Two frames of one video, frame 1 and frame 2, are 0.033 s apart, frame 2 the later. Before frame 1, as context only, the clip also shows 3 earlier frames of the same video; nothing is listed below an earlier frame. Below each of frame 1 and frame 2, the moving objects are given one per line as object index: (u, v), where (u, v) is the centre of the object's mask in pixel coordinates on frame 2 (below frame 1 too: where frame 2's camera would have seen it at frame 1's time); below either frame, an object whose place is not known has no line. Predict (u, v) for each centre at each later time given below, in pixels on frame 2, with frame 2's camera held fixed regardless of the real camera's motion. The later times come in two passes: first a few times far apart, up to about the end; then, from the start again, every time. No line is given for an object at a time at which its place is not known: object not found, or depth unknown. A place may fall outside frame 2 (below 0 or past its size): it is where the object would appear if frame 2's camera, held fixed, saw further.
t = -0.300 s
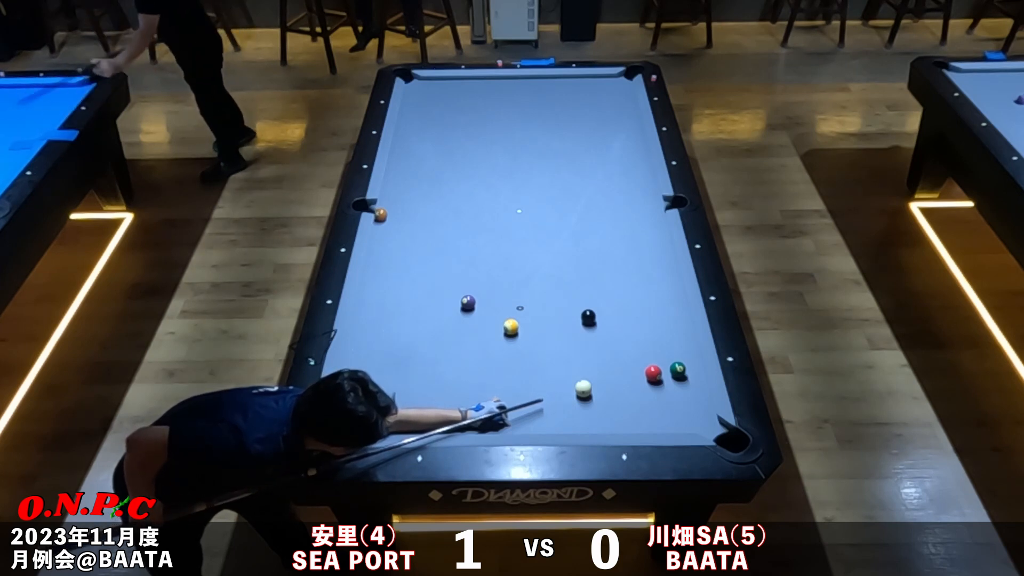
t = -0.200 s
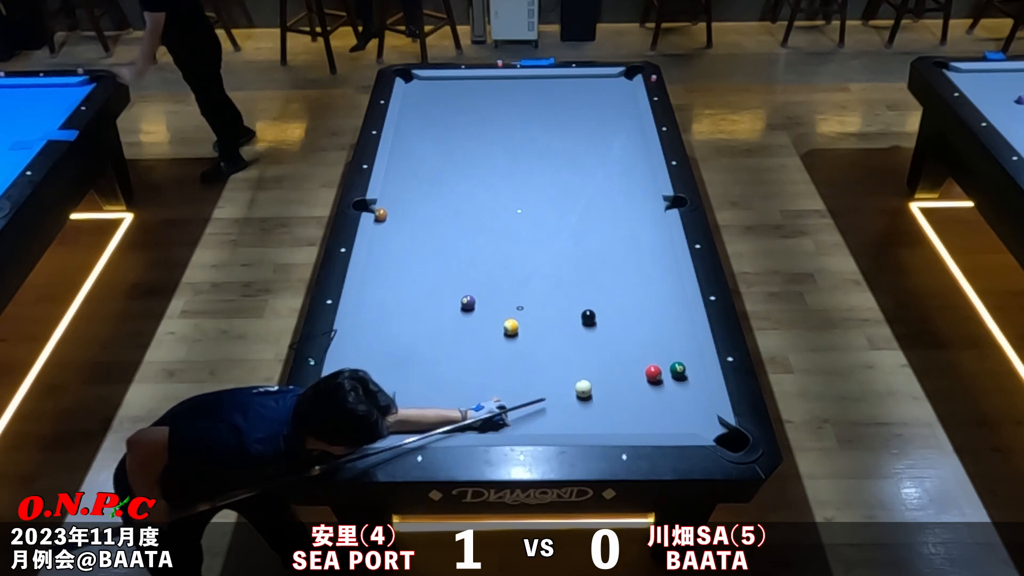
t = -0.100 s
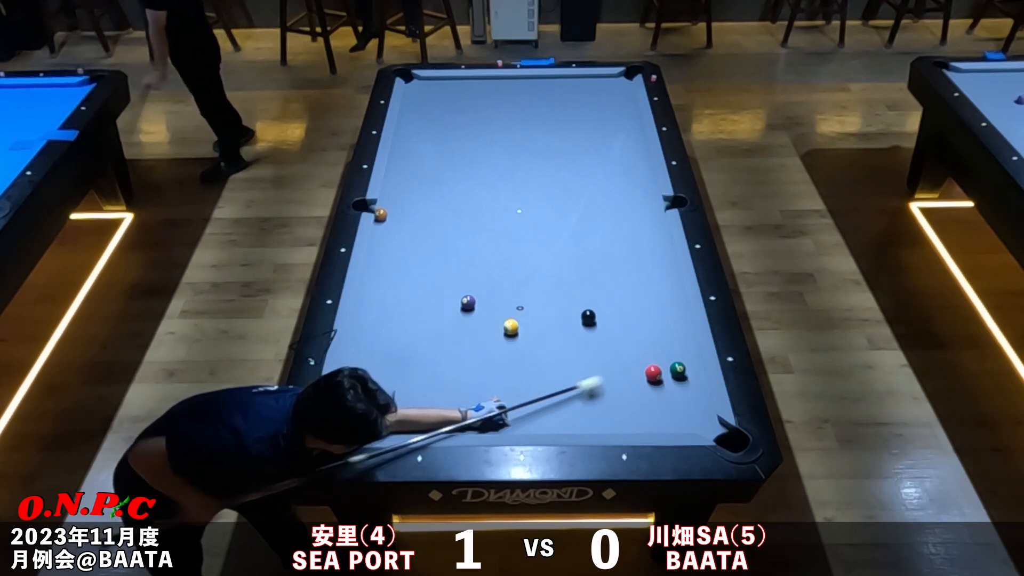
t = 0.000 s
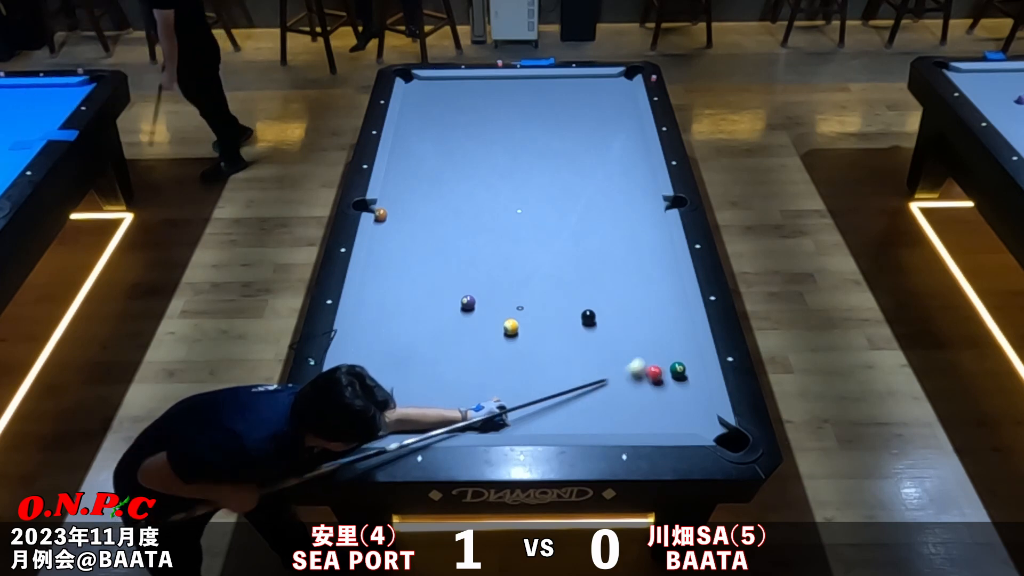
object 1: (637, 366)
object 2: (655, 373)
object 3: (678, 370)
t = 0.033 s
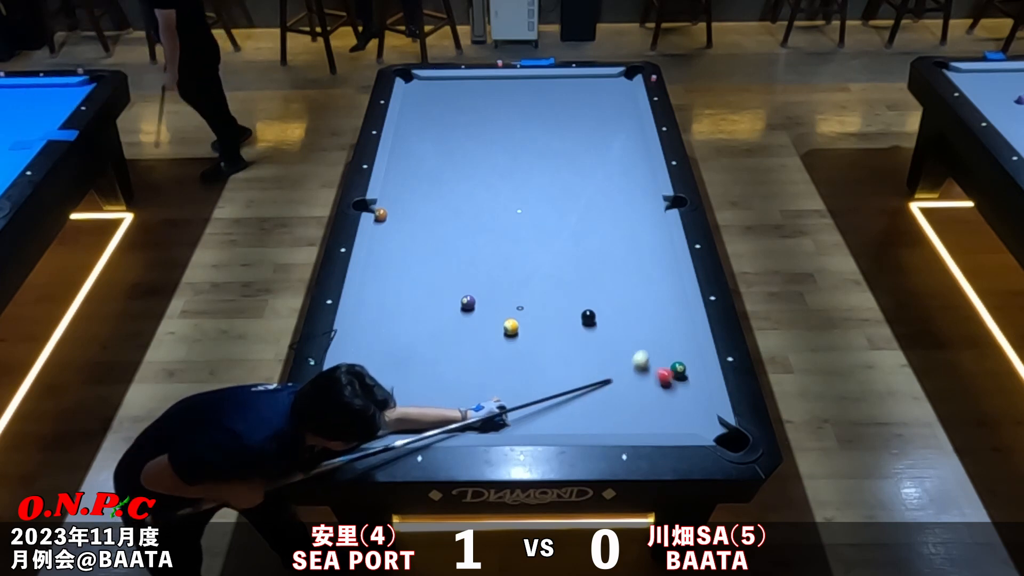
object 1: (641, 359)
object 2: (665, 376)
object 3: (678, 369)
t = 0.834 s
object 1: (632, 226)
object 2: (694, 414)
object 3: (661, 347)
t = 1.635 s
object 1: (570, 140)
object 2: (684, 385)
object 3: (633, 336)
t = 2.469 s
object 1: (526, 78)
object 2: (680, 369)
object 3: (620, 330)
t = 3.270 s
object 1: (484, 108)
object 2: (680, 367)
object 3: (619, 330)
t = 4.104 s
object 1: (442, 137)
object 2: (679, 367)
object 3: (619, 330)
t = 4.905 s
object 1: (406, 162)
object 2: (679, 366)
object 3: (619, 330)
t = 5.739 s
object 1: (395, 180)
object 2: (679, 367)
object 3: (619, 330)
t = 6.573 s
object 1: (403, 188)
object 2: (679, 367)
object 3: (619, 330)
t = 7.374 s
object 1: (405, 190)
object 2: (679, 367)
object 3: (619, 330)
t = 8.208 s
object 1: (405, 190)
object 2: (680, 366)
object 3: (619, 330)
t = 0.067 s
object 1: (644, 352)
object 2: (671, 381)
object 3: (682, 367)
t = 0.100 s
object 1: (647, 345)
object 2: (676, 386)
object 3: (685, 366)
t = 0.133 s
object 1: (651, 338)
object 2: (681, 390)
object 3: (688, 364)
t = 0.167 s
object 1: (654, 332)
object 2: (686, 394)
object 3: (691, 362)
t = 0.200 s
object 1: (658, 325)
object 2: (690, 398)
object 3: (694, 361)
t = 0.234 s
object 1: (661, 320)
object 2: (695, 402)
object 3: (692, 360)
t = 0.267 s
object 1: (664, 313)
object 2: (700, 406)
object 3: (690, 359)
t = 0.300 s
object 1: (667, 307)
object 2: (704, 410)
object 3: (688, 358)
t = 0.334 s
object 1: (671, 301)
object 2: (705, 413)
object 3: (686, 358)
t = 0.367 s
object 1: (674, 296)
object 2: (704, 417)
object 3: (685, 357)
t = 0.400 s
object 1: (677, 290)
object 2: (703, 419)
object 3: (683, 356)
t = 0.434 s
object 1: (674, 285)
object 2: (701, 421)
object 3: (681, 355)
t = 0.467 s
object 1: (670, 279)
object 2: (700, 424)
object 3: (679, 355)
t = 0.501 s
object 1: (666, 274)
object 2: (699, 427)
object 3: (677, 354)
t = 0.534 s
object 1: (662, 269)
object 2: (698, 427)
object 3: (675, 353)
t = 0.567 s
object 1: (659, 264)
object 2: (698, 426)
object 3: (673, 353)
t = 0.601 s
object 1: (655, 259)
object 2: (697, 425)
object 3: (672, 352)
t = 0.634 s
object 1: (652, 254)
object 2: (697, 423)
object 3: (670, 351)
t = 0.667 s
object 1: (648, 249)
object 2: (696, 422)
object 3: (668, 351)
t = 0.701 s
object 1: (645, 245)
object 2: (695, 420)
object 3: (667, 350)
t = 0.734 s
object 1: (641, 240)
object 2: (695, 418)
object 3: (665, 349)
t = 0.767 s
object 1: (638, 235)
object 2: (695, 417)
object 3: (664, 349)
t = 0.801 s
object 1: (635, 231)
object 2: (694, 415)
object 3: (662, 348)
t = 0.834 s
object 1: (632, 226)
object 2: (694, 414)
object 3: (661, 347)
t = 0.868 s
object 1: (629, 222)
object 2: (693, 412)
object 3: (659, 347)
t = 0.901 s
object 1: (626, 218)
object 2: (693, 411)
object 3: (658, 346)
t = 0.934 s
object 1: (623, 214)
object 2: (692, 409)
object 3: (656, 345)
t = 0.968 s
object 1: (620, 210)
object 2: (692, 408)
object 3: (655, 345)
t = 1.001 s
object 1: (617, 205)
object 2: (691, 406)
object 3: (654, 344)
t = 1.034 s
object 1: (614, 201)
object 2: (691, 405)
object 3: (652, 344)
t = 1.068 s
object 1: (611, 198)
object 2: (690, 404)
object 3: (651, 343)
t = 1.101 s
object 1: (608, 194)
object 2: (690, 402)
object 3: (650, 343)
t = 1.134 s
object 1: (606, 190)
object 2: (690, 401)
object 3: (649, 342)
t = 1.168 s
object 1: (603, 186)
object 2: (689, 400)
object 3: (647, 342)
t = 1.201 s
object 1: (600, 183)
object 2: (689, 399)
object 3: (646, 341)
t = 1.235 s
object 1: (598, 179)
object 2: (688, 397)
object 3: (645, 341)
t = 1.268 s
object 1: (595, 176)
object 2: (688, 396)
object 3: (644, 340)
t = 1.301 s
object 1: (593, 172)
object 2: (687, 395)
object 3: (643, 340)
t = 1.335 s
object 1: (590, 169)
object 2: (687, 394)
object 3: (642, 339)
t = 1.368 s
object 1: (588, 165)
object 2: (687, 392)
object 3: (640, 339)
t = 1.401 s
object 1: (586, 162)
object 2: (686, 391)
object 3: (640, 339)
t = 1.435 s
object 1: (583, 159)
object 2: (686, 391)
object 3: (638, 338)
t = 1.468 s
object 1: (581, 156)
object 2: (686, 389)
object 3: (638, 338)
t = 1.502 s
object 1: (579, 152)
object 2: (685, 388)
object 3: (637, 337)
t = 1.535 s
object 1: (577, 149)
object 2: (685, 387)
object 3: (636, 337)
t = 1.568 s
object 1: (574, 146)
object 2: (685, 386)
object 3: (635, 336)
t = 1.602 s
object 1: (572, 143)
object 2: (685, 386)
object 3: (634, 336)
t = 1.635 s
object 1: (570, 140)
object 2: (684, 385)
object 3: (633, 336)
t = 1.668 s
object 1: (568, 137)
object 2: (684, 384)
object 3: (632, 335)
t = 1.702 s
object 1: (566, 134)
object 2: (684, 383)
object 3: (632, 335)
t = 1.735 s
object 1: (564, 131)
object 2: (684, 382)
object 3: (631, 335)
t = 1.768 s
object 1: (562, 129)
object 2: (684, 381)
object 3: (630, 334)
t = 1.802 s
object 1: (560, 126)
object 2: (683, 380)
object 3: (629, 334)
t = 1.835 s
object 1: (558, 123)
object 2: (683, 380)
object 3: (629, 334)
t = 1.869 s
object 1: (556, 120)
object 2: (683, 379)
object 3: (628, 333)
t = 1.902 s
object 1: (554, 118)
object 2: (683, 378)
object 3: (627, 333)
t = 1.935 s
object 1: (552, 115)
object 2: (682, 378)
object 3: (627, 333)
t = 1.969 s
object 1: (551, 112)
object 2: (682, 377)
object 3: (626, 332)
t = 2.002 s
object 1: (549, 110)
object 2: (682, 376)
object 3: (626, 332)
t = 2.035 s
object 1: (547, 107)
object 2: (682, 376)
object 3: (625, 332)
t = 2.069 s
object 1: (545, 105)
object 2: (681, 375)
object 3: (625, 332)
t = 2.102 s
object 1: (543, 102)
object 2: (681, 374)
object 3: (624, 332)
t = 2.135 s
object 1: (542, 100)
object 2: (681, 374)
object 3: (624, 331)
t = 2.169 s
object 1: (540, 98)
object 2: (681, 374)
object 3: (623, 331)
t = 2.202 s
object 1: (538, 95)
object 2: (681, 373)
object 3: (623, 331)
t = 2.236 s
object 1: (537, 93)
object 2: (680, 372)
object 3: (622, 331)
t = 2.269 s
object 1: (535, 91)
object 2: (680, 372)
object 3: (622, 331)
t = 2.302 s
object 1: (533, 88)
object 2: (680, 371)
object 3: (622, 331)
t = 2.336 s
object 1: (532, 86)
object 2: (680, 371)
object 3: (621, 330)
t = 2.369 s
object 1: (530, 84)
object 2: (680, 370)
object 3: (621, 330)
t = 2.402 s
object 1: (529, 82)
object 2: (680, 370)
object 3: (621, 330)
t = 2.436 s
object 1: (527, 79)
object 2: (680, 370)
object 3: (621, 330)
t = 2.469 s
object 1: (526, 78)
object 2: (680, 369)
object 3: (620, 330)
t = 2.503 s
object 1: (524, 79)
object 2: (680, 369)
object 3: (620, 330)
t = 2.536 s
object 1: (522, 80)
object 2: (680, 368)
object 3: (620, 330)
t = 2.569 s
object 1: (520, 81)
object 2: (680, 368)
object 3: (620, 330)
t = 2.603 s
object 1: (519, 83)
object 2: (680, 368)
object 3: (620, 330)
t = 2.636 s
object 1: (517, 84)
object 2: (680, 368)
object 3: (620, 330)
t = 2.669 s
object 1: (515, 85)
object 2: (679, 368)
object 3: (620, 330)
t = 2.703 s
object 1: (513, 87)
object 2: (680, 368)
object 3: (620, 330)
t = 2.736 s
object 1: (511, 88)
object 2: (680, 367)
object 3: (620, 330)
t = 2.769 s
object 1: (510, 89)
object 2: (680, 367)
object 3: (619, 330)
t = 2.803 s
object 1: (508, 90)
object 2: (680, 367)
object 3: (619, 330)
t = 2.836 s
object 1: (506, 92)
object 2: (680, 367)
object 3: (619, 330)
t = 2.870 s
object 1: (505, 93)
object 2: (680, 367)
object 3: (619, 330)
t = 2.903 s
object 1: (503, 94)
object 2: (680, 367)
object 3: (619, 330)
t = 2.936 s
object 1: (501, 95)
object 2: (680, 367)
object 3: (619, 330)
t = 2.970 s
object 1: (499, 97)
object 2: (680, 367)
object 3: (619, 330)
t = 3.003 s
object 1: (498, 98)
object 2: (680, 367)
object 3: (619, 330)
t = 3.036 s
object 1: (496, 99)
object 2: (680, 367)
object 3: (619, 330)
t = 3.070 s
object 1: (494, 100)
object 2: (680, 367)
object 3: (619, 330)
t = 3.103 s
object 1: (492, 102)
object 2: (680, 367)
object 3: (619, 330)
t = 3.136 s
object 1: (491, 103)
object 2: (680, 367)
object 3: (619, 330)
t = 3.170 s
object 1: (489, 104)
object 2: (680, 367)
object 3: (619, 330)
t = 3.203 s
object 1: (487, 105)
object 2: (680, 367)
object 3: (619, 330)
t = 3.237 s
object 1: (485, 106)
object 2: (680, 367)
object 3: (619, 330)
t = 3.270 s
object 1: (484, 108)
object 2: (680, 367)
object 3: (619, 330)
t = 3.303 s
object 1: (482, 109)
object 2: (679, 366)
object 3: (619, 330)
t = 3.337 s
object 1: (480, 110)
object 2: (680, 367)
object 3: (619, 330)
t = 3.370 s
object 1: (478, 111)
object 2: (680, 367)
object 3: (619, 330)
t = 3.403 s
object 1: (477, 113)
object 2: (680, 367)
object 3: (619, 330)
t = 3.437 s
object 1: (475, 114)
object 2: (680, 367)
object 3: (619, 330)
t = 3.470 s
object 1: (473, 115)
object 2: (680, 367)
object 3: (619, 330)
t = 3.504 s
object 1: (472, 116)
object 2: (680, 367)
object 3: (619, 330)
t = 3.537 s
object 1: (470, 117)
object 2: (680, 367)
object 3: (619, 330)
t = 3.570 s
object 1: (468, 119)
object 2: (679, 367)
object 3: (619, 330)
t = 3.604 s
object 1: (467, 120)
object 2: (680, 367)
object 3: (619, 330)
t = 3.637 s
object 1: (465, 121)
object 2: (680, 367)
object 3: (619, 330)
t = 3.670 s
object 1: (463, 122)
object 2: (680, 367)
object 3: (619, 330)
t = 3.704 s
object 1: (462, 123)
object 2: (680, 367)
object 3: (619, 330)
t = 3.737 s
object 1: (460, 124)
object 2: (679, 367)
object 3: (619, 330)
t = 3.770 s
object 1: (458, 126)
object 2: (680, 367)
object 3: (619, 330)
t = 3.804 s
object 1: (457, 127)
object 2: (680, 367)
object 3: (619, 330)
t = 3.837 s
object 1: (455, 128)
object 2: (679, 367)
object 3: (619, 330)
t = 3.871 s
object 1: (453, 129)
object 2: (679, 367)
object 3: (619, 330)
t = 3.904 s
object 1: (452, 130)
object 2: (680, 367)
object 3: (619, 330)
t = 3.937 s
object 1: (450, 131)
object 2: (680, 367)
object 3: (619, 330)
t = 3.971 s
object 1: (448, 133)
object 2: (679, 367)
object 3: (619, 330)
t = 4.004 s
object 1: (447, 134)
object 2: (679, 367)
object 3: (619, 330)
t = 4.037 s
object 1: (445, 135)
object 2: (680, 367)
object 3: (619, 330)
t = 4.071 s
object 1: (444, 136)
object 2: (679, 367)
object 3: (619, 330)
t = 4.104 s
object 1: (442, 137)
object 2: (679, 367)
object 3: (619, 330)
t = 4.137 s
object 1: (440, 138)
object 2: (679, 367)
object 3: (619, 330)
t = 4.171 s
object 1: (439, 139)
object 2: (679, 367)
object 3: (619, 330)
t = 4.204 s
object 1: (437, 141)
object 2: (680, 367)
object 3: (619, 330)
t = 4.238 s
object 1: (436, 142)
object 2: (680, 367)
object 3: (619, 330)
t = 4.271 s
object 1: (434, 143)
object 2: (680, 367)
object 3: (619, 330)
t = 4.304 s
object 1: (433, 144)
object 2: (680, 367)
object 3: (619, 330)
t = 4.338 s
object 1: (431, 145)
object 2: (680, 367)
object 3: (619, 330)
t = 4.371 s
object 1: (429, 146)
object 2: (679, 367)
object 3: (619, 330)
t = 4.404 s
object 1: (428, 147)
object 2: (679, 366)
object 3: (619, 330)
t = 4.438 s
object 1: (426, 148)
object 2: (680, 367)
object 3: (619, 330)
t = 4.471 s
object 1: (425, 149)
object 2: (680, 367)
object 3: (619, 330)
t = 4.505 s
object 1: (424, 150)
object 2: (679, 366)
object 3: (619, 330)
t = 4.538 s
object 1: (422, 151)
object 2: (680, 366)
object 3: (619, 330)
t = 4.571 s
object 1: (420, 152)
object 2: (680, 367)
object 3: (619, 330)
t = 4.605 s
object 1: (419, 153)
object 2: (679, 367)
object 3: (619, 330)
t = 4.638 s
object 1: (418, 154)
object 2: (679, 366)
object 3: (619, 330)
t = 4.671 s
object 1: (416, 155)
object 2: (679, 366)
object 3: (619, 330)
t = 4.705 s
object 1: (415, 156)
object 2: (680, 367)
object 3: (619, 330)
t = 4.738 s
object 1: (413, 157)
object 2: (680, 367)
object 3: (619, 330)
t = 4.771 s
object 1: (412, 158)
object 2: (680, 367)
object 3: (619, 330)
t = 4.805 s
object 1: (410, 159)
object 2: (679, 367)
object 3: (619, 330)
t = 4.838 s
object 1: (409, 160)
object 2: (680, 367)
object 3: (619, 330)
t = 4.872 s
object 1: (408, 161)
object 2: (679, 367)
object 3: (619, 330)
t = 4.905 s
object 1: (406, 162)
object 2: (679, 366)
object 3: (619, 330)
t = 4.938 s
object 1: (405, 163)
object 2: (680, 366)
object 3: (619, 330)
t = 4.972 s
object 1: (403, 164)
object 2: (680, 366)
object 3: (619, 330)
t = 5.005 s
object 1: (402, 165)
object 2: (679, 366)
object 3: (619, 330)
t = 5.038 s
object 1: (401, 166)
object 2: (679, 366)
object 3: (619, 330)
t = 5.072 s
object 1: (399, 167)
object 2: (680, 367)
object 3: (619, 330)
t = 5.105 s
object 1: (398, 168)
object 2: (679, 367)
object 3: (619, 330)
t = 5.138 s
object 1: (397, 169)
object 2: (679, 367)
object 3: (619, 330)
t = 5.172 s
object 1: (395, 170)
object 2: (680, 366)
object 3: (619, 330)
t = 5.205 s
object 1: (394, 171)
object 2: (679, 367)
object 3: (619, 330)
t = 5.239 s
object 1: (393, 171)
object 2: (679, 366)
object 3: (619, 330)
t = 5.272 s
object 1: (391, 172)
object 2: (679, 366)
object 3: (619, 330)
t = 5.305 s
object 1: (390, 173)
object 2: (679, 367)
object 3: (619, 330)
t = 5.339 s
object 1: (390, 174)
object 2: (680, 367)
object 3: (619, 330)
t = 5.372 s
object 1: (390, 175)
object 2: (680, 367)
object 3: (619, 330)
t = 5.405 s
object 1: (391, 175)
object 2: (680, 367)
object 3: (619, 330)
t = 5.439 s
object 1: (391, 176)
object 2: (680, 367)
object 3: (619, 330)
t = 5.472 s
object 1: (392, 176)
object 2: (680, 367)
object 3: (619, 330)
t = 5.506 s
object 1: (392, 177)
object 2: (680, 367)
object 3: (619, 330)
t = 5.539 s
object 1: (392, 177)
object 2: (680, 367)
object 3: (619, 330)
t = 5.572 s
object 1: (393, 178)
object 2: (680, 367)
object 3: (619, 330)
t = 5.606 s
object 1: (393, 178)
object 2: (679, 367)
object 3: (619, 330)
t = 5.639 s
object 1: (394, 179)
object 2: (679, 367)
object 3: (619, 330)
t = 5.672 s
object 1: (394, 179)
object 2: (680, 367)
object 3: (619, 330)
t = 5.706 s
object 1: (394, 180)
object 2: (679, 367)
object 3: (619, 330)
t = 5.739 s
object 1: (395, 180)
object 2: (679, 367)
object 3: (619, 330)
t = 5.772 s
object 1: (395, 180)
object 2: (679, 367)
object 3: (619, 330)
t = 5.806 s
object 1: (395, 181)
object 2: (679, 367)
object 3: (619, 330)
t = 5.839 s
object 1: (396, 181)
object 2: (679, 367)
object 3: (619, 330)
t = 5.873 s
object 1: (396, 182)
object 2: (679, 367)
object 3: (619, 330)
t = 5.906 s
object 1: (397, 182)
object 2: (680, 367)
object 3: (619, 330)
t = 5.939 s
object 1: (397, 182)
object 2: (679, 367)
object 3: (619, 330)
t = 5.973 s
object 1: (398, 183)
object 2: (679, 367)
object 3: (619, 330)
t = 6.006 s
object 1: (398, 183)
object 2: (680, 367)
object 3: (619, 330)
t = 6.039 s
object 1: (398, 184)
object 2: (680, 367)
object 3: (619, 330)
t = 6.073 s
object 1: (399, 184)
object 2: (679, 367)
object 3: (619, 330)
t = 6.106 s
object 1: (399, 184)
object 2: (679, 367)
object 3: (619, 330)
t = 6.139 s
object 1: (399, 185)
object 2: (680, 367)
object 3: (619, 330)
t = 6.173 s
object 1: (400, 185)
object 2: (680, 367)
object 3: (619, 330)
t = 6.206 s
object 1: (400, 185)
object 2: (680, 367)
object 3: (619, 330)
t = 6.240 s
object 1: (400, 186)
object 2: (680, 367)
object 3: (619, 330)
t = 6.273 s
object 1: (401, 186)
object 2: (680, 367)
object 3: (619, 330)
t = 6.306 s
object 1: (401, 186)
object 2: (680, 367)
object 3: (619, 330)
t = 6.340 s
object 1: (401, 186)
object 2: (680, 367)
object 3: (619, 330)
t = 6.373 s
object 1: (401, 187)
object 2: (679, 367)
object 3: (619, 330)
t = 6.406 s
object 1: (402, 187)
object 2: (680, 367)
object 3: (619, 330)
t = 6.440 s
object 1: (402, 187)
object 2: (680, 367)
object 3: (619, 330)
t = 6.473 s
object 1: (402, 187)
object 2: (679, 367)
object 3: (619, 330)
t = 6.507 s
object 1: (402, 187)
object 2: (680, 367)
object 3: (619, 330)
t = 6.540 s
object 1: (402, 188)
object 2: (679, 367)
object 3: (619, 330)
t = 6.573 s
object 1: (403, 188)
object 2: (679, 367)
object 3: (619, 330)
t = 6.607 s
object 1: (403, 188)
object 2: (679, 367)
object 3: (619, 330)
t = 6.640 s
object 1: (403, 188)
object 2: (680, 367)
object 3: (619, 330)
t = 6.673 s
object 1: (403, 188)
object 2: (679, 367)
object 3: (619, 330)
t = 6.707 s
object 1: (403, 188)
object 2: (679, 367)
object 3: (619, 330)
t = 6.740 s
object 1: (403, 189)
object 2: (679, 367)
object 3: (619, 330)
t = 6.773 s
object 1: (404, 189)
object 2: (679, 367)
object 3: (619, 330)
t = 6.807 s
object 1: (404, 189)
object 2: (679, 367)
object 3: (619, 330)
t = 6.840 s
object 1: (404, 189)
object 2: (680, 367)
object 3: (619, 330)
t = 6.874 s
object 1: (404, 189)
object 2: (679, 367)
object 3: (619, 330)
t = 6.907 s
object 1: (404, 189)
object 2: (679, 367)
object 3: (619, 330)
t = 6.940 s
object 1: (404, 189)
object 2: (679, 367)
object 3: (619, 330)
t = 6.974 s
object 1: (404, 189)
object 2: (680, 367)
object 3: (619, 330)
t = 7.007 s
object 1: (404, 189)
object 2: (679, 367)
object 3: (619, 330)
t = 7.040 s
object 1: (404, 190)
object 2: (679, 367)
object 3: (619, 330)
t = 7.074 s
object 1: (404, 190)
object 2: (680, 367)
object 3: (619, 330)
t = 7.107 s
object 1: (404, 190)
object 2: (679, 367)
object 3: (619, 330)
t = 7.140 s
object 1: (404, 190)
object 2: (679, 367)
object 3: (619, 330)
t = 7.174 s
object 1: (405, 190)
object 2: (679, 367)
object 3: (619, 330)
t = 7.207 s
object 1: (405, 190)
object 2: (679, 367)
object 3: (619, 330)
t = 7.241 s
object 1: (405, 190)
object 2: (679, 367)
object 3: (619, 330)
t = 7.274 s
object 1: (405, 190)
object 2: (679, 367)
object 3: (619, 330)
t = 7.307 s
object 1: (405, 190)
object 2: (679, 367)
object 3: (619, 330)
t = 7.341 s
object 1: (405, 190)
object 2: (679, 367)
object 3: (619, 330)
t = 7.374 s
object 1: (405, 190)
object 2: (679, 367)
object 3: (619, 330)
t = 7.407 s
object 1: (405, 190)
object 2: (679, 367)
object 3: (619, 330)
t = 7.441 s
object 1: (405, 190)
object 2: (679, 367)
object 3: (619, 330)
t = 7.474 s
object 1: (405, 190)
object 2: (679, 367)
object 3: (619, 330)
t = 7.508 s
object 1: (405, 190)
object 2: (679, 367)
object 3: (619, 330)
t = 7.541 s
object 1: (405, 190)
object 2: (680, 367)
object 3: (619, 330)
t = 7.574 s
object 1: (405, 190)
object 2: (680, 366)
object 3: (619, 330)
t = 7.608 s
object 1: (405, 190)
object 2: (679, 366)
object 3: (619, 330)
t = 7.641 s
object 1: (405, 190)
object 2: (679, 366)
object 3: (619, 330)
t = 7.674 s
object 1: (405, 190)
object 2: (680, 366)
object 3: (619, 330)
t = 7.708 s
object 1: (405, 190)
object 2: (680, 366)
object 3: (619, 330)
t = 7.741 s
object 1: (405, 190)
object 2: (680, 366)
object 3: (619, 330)
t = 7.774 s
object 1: (405, 190)
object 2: (680, 366)
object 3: (619, 330)
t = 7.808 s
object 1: (405, 190)
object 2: (680, 366)
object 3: (619, 330)
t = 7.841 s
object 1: (405, 190)
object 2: (680, 366)
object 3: (619, 330)
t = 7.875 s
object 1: (405, 190)
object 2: (680, 366)
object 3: (619, 330)
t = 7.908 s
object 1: (405, 190)
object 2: (680, 366)
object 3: (619, 330)
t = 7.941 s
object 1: (405, 190)
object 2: (680, 366)
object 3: (619, 330)
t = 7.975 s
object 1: (405, 190)
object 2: (680, 366)
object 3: (619, 330)
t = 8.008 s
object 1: (405, 190)
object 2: (680, 366)
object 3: (619, 330)
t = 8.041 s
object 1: (405, 190)
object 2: (680, 366)
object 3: (619, 330)
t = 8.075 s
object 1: (405, 190)
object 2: (680, 366)
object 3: (619, 330)
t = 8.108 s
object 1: (405, 190)
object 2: (680, 366)
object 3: (619, 330)
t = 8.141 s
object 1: (405, 190)
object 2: (680, 366)
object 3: (619, 330)
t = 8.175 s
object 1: (405, 190)
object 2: (680, 366)
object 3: (619, 330)
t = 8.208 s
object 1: (405, 190)
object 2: (680, 366)
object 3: (619, 330)
